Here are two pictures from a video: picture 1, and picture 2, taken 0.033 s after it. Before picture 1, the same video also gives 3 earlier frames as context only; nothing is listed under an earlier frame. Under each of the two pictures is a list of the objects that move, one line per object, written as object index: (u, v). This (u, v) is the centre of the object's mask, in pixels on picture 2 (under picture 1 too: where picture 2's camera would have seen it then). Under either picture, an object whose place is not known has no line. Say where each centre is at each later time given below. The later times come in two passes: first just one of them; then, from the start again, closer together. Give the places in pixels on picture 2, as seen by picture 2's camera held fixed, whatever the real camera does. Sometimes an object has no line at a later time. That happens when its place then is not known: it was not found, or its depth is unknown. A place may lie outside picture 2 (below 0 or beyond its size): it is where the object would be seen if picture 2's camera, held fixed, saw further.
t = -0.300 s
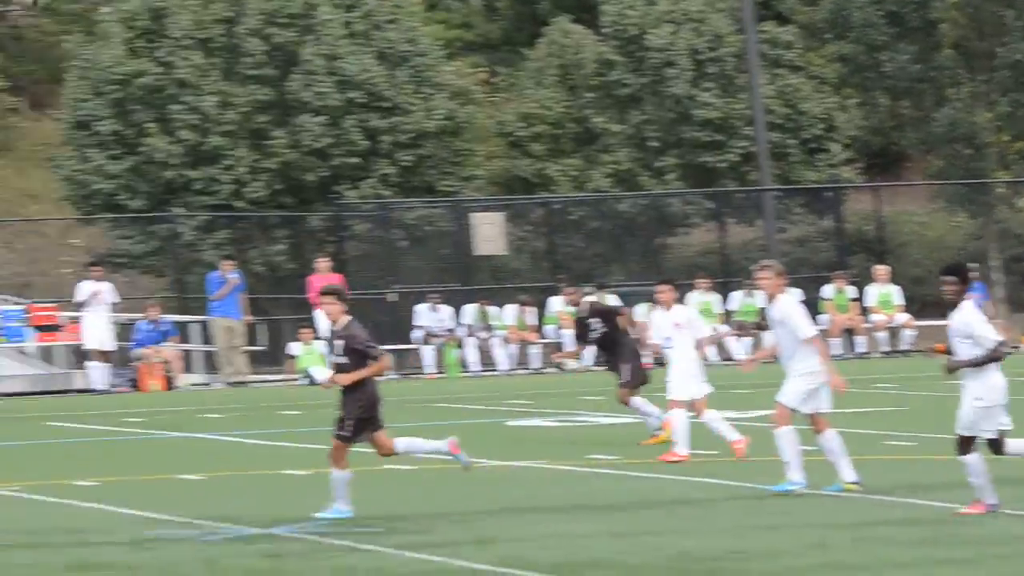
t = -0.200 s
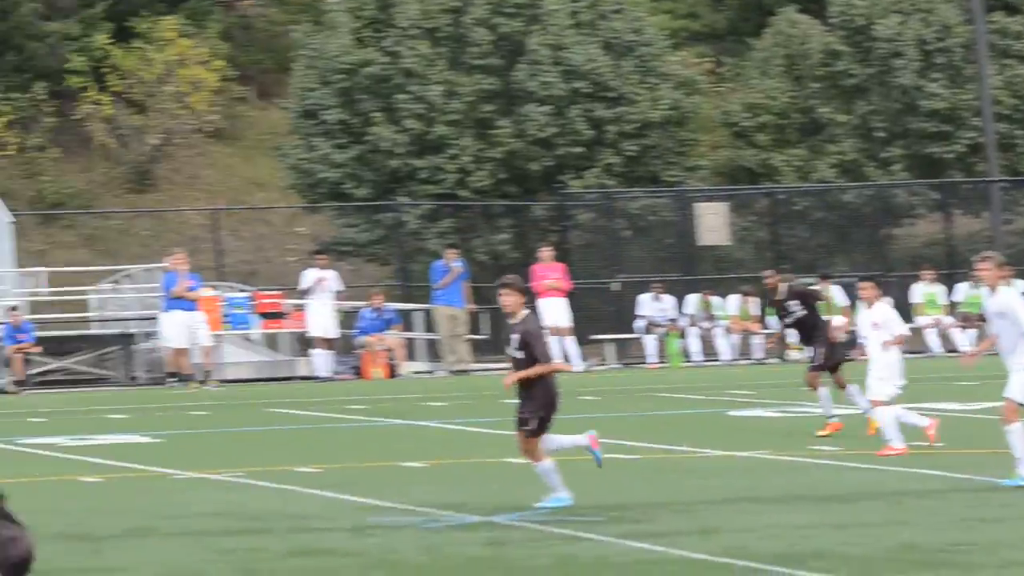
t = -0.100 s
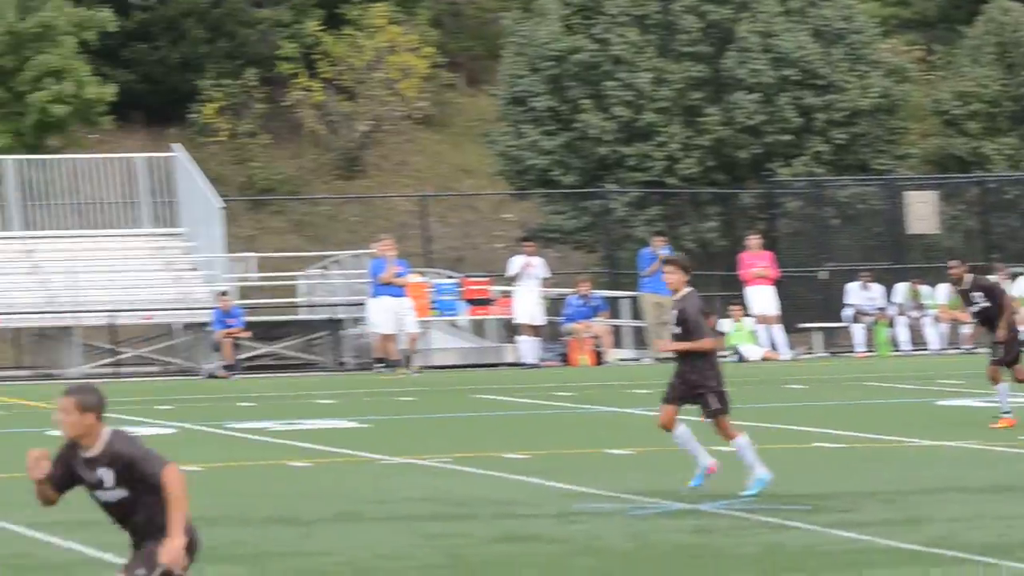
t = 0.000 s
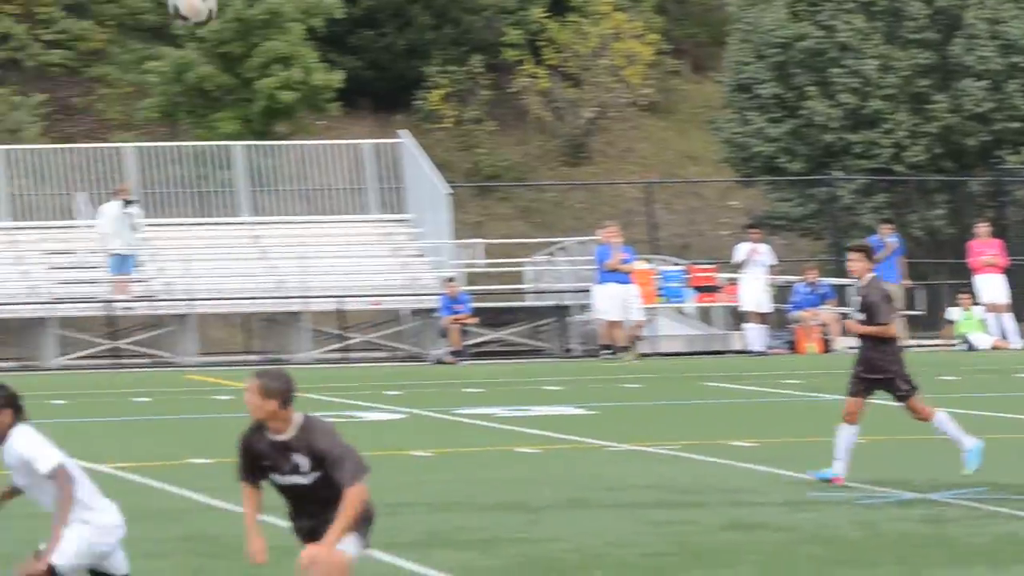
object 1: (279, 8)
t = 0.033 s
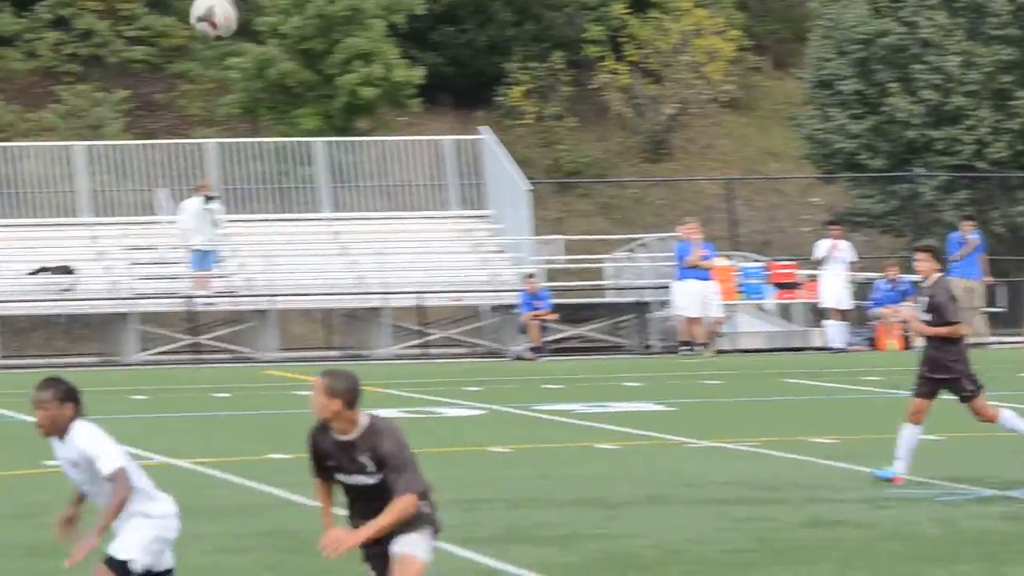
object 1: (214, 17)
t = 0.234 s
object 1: (-199, 183)
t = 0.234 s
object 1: (-199, 183)
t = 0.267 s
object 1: (-279, 224)
